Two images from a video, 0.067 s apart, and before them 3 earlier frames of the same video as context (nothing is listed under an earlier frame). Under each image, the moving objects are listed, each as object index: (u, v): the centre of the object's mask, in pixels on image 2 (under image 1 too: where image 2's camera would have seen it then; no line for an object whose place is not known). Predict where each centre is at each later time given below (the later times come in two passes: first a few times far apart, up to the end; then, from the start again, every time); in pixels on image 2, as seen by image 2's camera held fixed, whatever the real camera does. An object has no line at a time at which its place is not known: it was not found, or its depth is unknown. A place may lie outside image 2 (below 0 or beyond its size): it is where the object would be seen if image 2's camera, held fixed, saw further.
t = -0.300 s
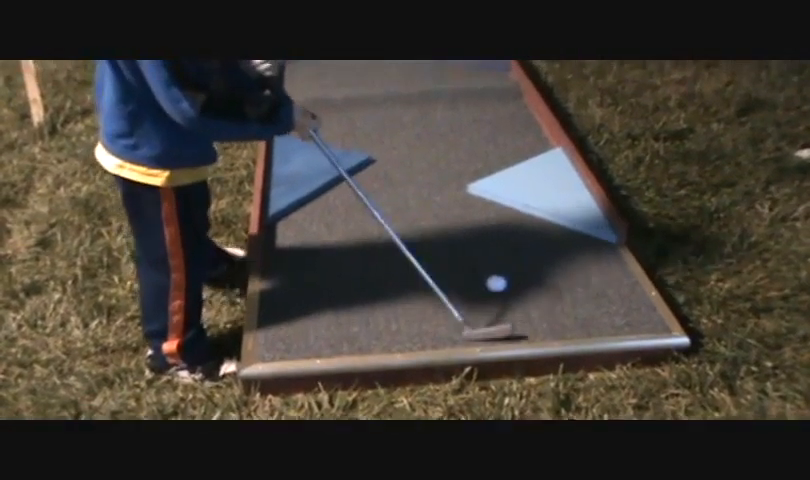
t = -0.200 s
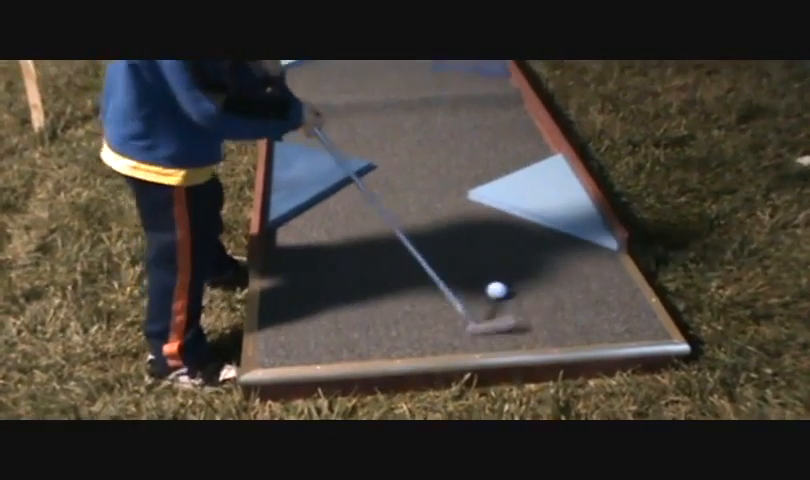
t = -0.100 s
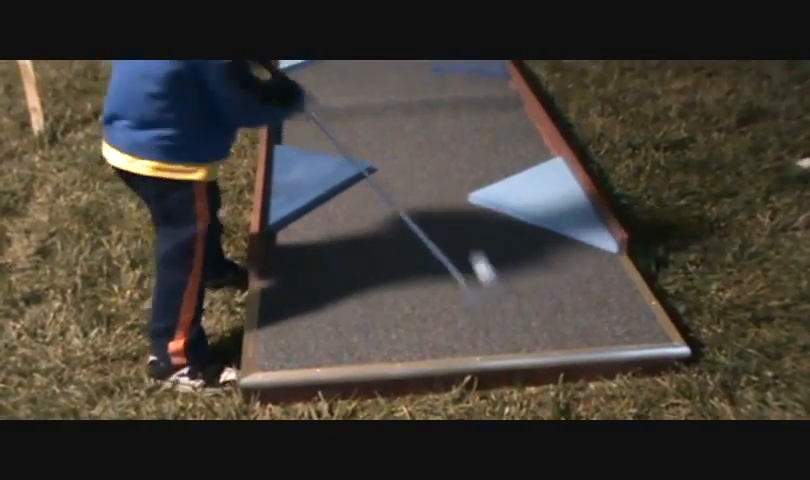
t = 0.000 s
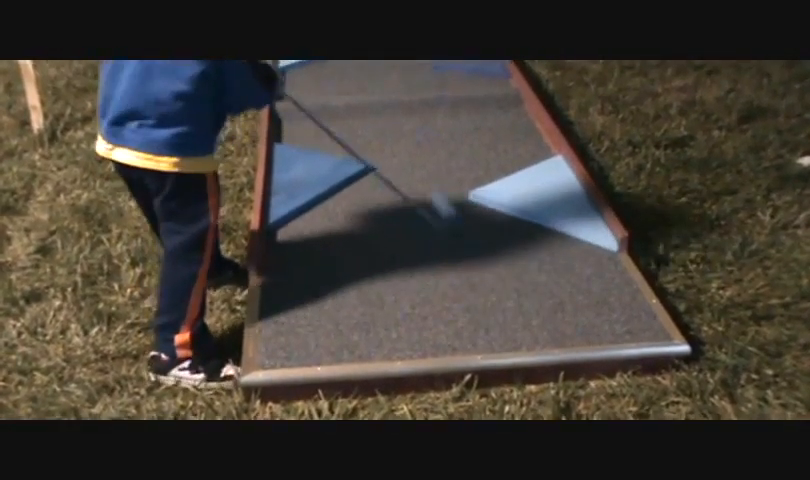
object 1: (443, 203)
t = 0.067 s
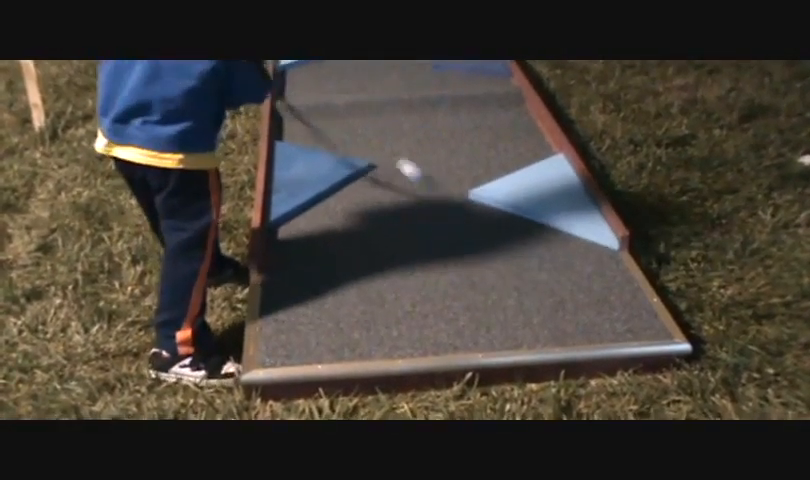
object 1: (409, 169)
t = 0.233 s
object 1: (353, 115)
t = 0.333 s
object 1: (336, 77)
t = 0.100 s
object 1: (395, 158)
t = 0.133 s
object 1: (381, 150)
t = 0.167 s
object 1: (371, 135)
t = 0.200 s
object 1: (362, 124)
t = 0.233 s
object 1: (353, 115)
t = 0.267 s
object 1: (346, 106)
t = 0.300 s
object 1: (341, 92)
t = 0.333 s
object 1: (336, 77)
